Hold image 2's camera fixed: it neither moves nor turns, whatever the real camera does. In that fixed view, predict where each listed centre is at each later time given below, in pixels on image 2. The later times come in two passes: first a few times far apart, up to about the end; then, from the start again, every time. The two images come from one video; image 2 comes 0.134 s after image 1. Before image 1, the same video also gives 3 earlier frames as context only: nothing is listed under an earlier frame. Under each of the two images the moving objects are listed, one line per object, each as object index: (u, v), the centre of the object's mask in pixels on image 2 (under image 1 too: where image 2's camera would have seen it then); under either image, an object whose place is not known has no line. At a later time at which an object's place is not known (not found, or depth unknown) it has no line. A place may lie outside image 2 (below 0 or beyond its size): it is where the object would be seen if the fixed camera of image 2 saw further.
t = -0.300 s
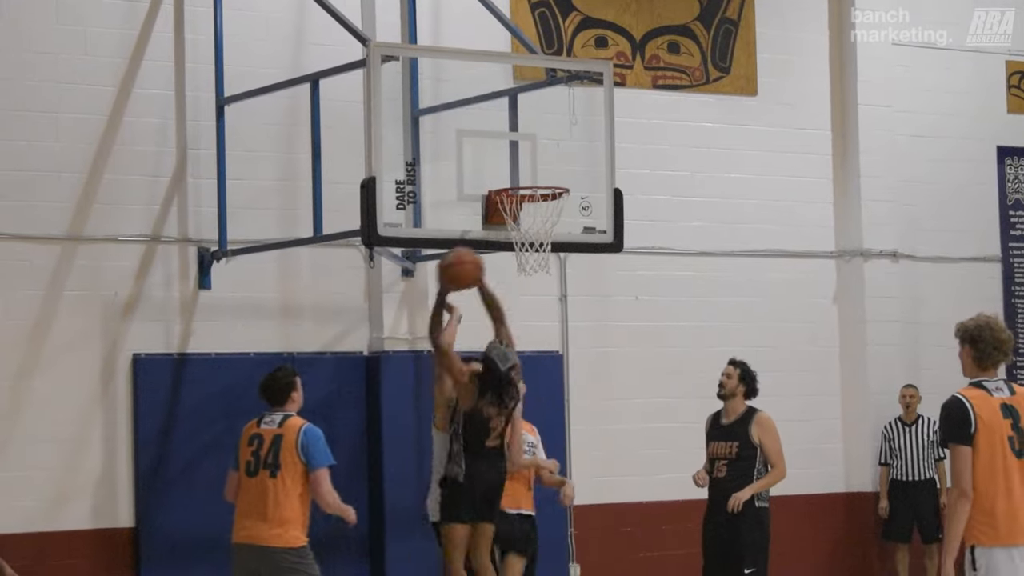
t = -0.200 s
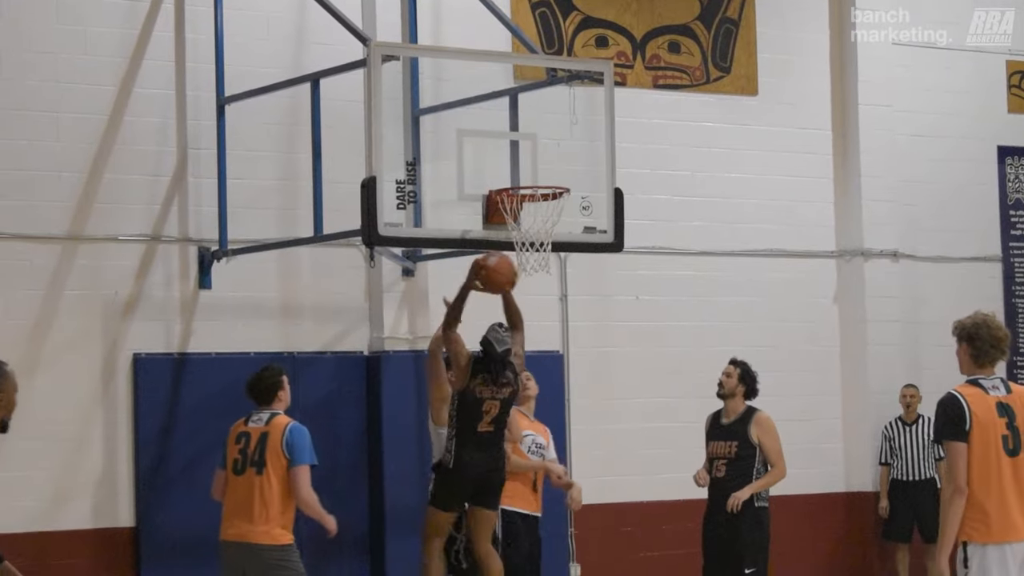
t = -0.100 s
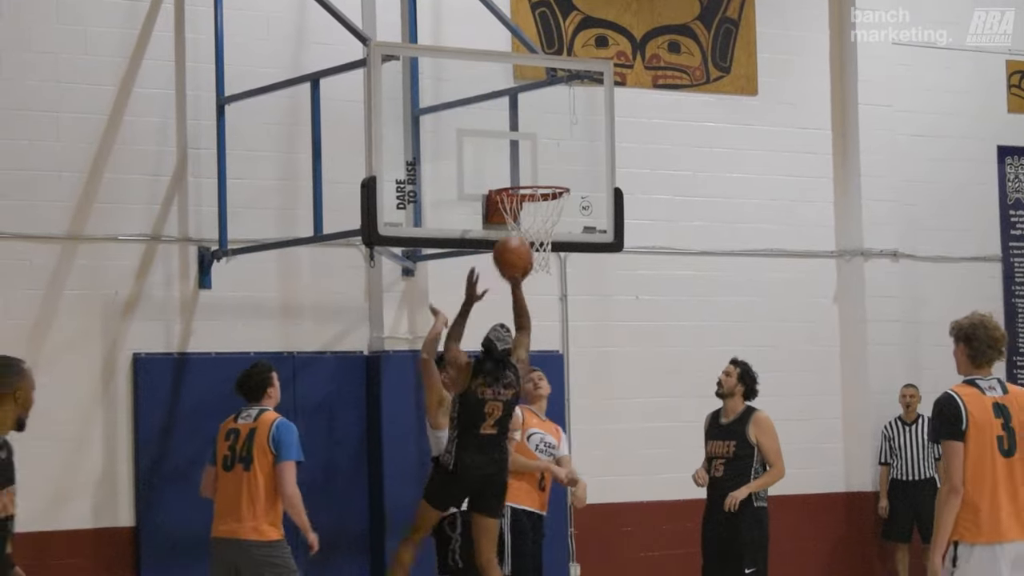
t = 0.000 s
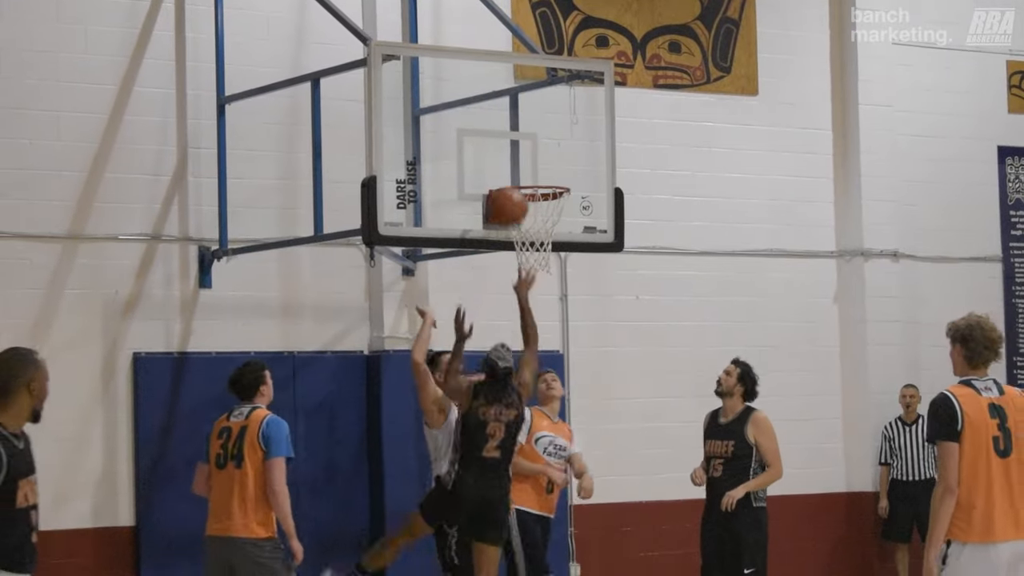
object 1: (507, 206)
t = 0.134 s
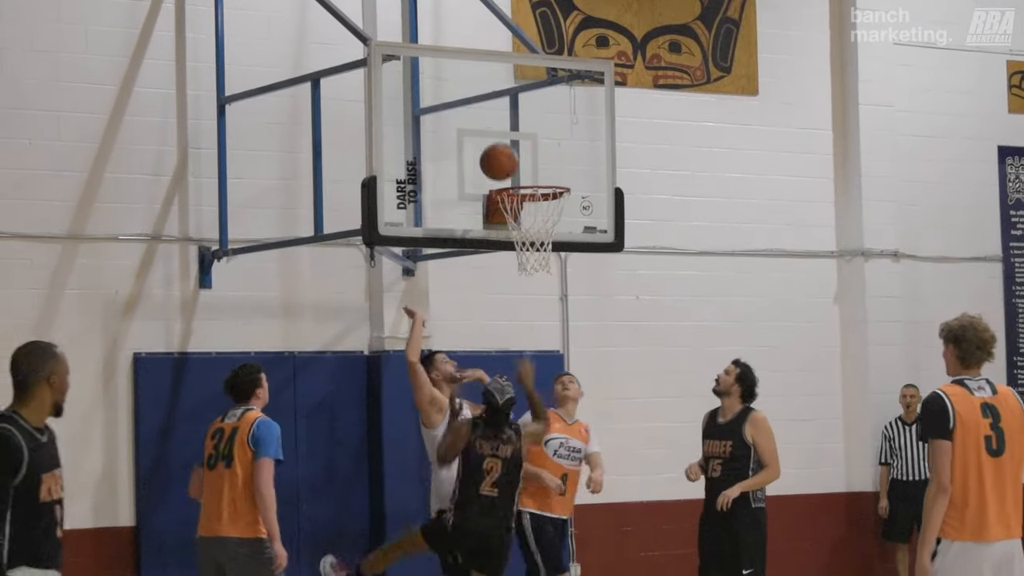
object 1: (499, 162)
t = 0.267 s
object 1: (490, 146)
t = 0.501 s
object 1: (544, 171)
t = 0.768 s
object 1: (536, 193)
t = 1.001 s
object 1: (566, 232)
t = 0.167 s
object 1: (496, 155)
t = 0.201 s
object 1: (494, 150)
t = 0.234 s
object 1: (492, 147)
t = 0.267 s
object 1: (490, 146)
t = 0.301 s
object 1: (488, 146)
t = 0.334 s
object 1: (494, 147)
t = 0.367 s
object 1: (504, 149)
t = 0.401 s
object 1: (515, 152)
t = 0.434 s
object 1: (524, 157)
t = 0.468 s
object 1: (534, 164)
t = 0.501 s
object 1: (544, 171)
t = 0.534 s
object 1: (548, 176)
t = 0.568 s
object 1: (540, 175)
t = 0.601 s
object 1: (531, 174)
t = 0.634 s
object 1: (522, 178)
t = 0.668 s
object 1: (513, 181)
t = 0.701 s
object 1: (518, 181)
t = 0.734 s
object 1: (527, 180)
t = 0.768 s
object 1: (536, 193)
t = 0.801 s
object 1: (543, 199)
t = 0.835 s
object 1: (553, 207)
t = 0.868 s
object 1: (559, 212)
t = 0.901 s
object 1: (563, 219)
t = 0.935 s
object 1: (565, 224)
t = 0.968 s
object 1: (566, 229)
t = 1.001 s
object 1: (566, 232)
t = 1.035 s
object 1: (565, 236)
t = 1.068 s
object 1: (563, 243)
